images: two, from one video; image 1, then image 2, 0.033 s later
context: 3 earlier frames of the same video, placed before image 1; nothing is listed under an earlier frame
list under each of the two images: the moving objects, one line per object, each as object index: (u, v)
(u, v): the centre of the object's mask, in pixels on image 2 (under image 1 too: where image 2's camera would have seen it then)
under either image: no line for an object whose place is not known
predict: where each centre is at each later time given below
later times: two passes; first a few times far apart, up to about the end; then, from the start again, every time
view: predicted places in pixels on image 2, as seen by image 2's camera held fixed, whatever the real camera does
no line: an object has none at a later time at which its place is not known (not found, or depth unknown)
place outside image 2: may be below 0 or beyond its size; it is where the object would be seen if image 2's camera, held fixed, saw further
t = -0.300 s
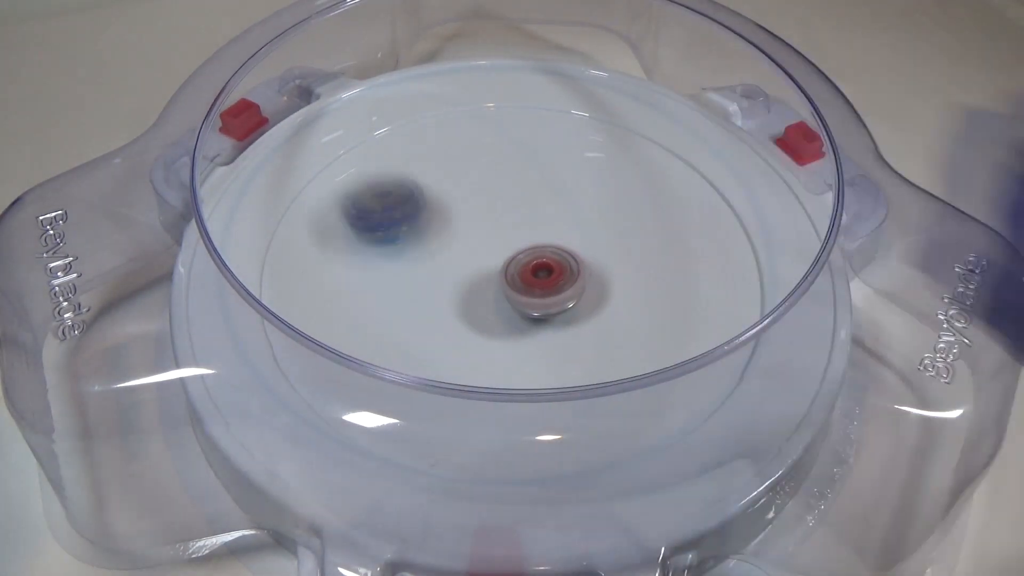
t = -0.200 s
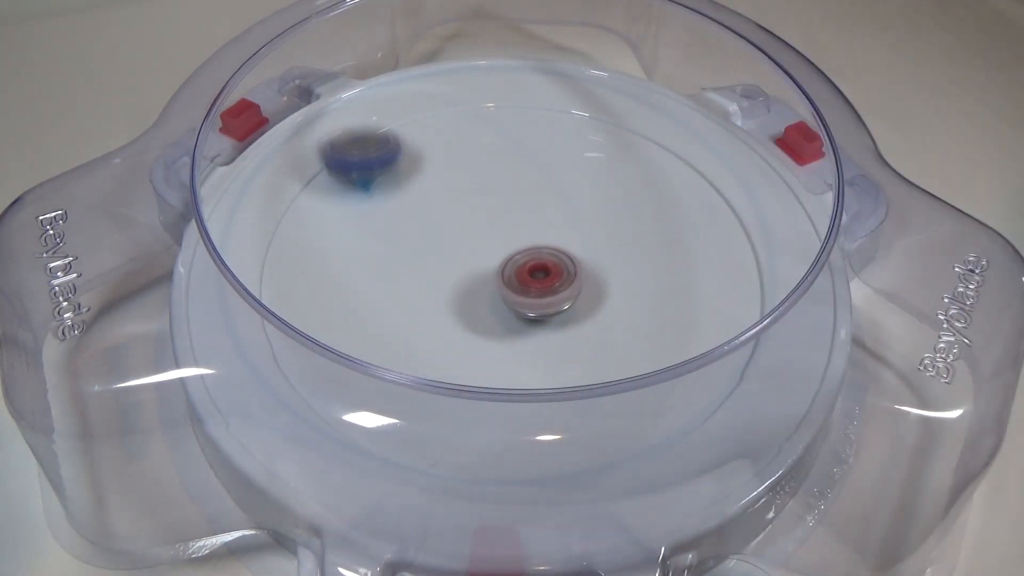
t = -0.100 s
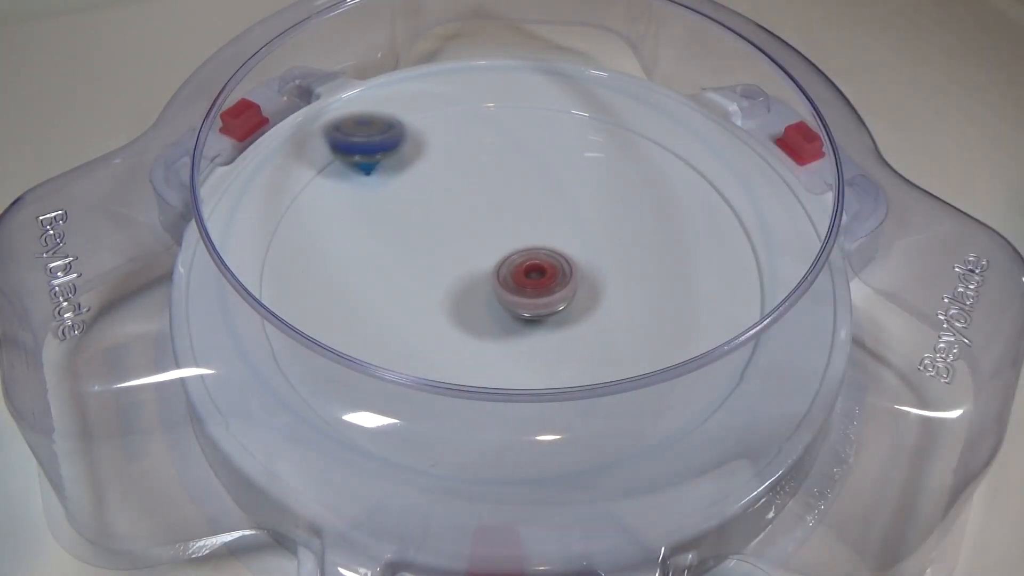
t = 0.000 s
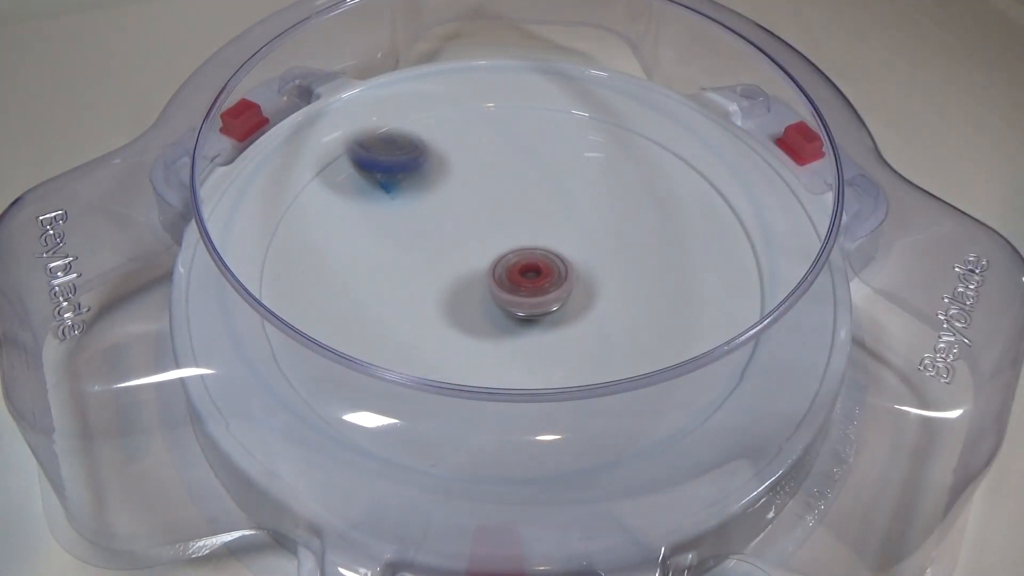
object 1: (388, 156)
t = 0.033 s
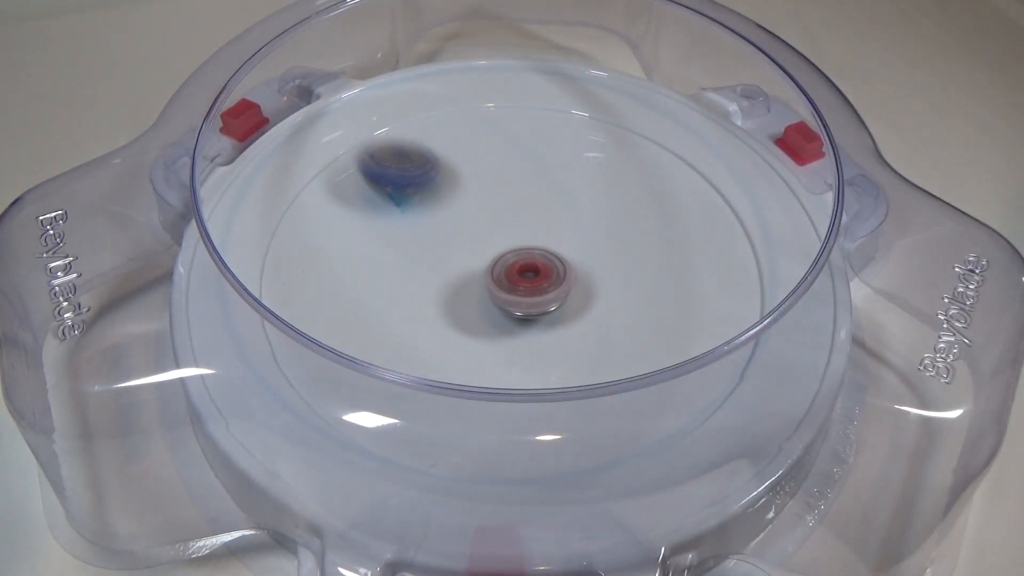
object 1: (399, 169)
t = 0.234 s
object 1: (399, 105)
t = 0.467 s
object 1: (580, 233)
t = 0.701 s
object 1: (662, 366)
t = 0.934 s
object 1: (529, 251)
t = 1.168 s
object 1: (483, 124)
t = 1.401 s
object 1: (494, 112)
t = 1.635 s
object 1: (555, 209)
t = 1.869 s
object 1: (659, 294)
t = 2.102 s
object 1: (704, 297)
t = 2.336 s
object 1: (635, 302)
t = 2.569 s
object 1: (499, 314)
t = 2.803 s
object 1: (413, 319)
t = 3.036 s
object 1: (409, 309)
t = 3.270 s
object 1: (452, 269)
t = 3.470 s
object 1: (490, 221)
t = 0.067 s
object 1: (413, 185)
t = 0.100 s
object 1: (426, 201)
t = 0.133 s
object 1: (439, 218)
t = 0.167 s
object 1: (451, 228)
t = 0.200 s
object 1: (424, 159)
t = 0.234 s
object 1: (399, 105)
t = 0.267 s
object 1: (393, 55)
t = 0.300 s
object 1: (417, 58)
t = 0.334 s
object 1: (447, 82)
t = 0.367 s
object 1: (476, 125)
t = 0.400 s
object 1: (514, 185)
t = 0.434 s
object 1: (544, 198)
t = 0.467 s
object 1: (580, 233)
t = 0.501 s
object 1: (616, 273)
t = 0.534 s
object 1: (645, 290)
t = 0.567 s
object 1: (674, 322)
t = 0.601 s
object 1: (699, 340)
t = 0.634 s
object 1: (699, 347)
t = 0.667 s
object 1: (683, 359)
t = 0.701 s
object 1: (662, 366)
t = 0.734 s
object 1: (639, 359)
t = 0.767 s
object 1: (611, 344)
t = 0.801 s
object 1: (593, 334)
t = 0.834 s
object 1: (572, 315)
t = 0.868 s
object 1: (556, 297)
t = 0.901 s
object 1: (539, 276)
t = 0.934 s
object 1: (529, 251)
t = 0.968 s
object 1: (517, 229)
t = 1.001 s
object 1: (506, 207)
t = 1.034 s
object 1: (499, 187)
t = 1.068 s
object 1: (494, 167)
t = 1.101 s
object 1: (489, 151)
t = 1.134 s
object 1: (485, 136)
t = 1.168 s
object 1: (483, 124)
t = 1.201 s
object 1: (480, 114)
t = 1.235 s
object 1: (480, 107)
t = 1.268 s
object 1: (480, 102)
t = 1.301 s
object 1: (482, 101)
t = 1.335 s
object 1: (485, 101)
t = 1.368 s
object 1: (489, 105)
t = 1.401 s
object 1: (494, 112)
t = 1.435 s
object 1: (500, 121)
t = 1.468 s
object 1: (507, 133)
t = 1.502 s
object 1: (518, 145)
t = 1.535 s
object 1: (527, 160)
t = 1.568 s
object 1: (536, 176)
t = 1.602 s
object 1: (547, 193)
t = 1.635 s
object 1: (555, 209)
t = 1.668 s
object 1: (569, 229)
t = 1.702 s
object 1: (579, 248)
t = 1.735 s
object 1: (596, 265)
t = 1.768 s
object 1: (613, 275)
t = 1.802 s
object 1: (630, 284)
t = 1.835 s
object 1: (646, 290)
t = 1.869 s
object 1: (659, 294)
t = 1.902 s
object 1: (670, 296)
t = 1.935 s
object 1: (682, 298)
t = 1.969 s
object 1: (690, 298)
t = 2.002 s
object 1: (697, 298)
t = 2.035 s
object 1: (702, 297)
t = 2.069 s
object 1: (704, 297)
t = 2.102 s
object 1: (704, 297)
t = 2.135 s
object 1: (701, 296)
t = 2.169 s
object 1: (695, 296)
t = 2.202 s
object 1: (687, 297)
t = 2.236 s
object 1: (676, 297)
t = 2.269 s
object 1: (664, 298)
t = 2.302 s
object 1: (650, 298)
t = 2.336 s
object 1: (635, 302)
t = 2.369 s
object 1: (616, 304)
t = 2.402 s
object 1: (595, 305)
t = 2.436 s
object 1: (577, 307)
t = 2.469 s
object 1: (556, 309)
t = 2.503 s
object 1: (537, 310)
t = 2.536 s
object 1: (518, 312)
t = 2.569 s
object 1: (499, 314)
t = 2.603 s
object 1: (483, 315)
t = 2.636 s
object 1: (466, 316)
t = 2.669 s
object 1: (452, 317)
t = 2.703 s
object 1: (439, 317)
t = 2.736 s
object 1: (428, 318)
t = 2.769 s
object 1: (420, 318)
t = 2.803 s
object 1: (413, 319)
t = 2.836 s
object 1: (409, 319)
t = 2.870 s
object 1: (405, 319)
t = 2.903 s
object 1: (404, 318)
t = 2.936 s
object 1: (403, 316)
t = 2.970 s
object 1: (404, 315)
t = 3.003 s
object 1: (406, 312)
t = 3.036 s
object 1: (409, 309)
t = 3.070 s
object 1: (413, 305)
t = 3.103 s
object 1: (418, 301)
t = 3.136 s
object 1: (424, 295)
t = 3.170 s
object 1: (431, 290)
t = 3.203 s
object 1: (437, 283)
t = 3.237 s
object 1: (445, 277)
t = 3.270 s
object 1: (452, 269)
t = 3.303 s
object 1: (459, 261)
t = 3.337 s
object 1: (466, 254)
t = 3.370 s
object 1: (473, 245)
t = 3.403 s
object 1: (479, 238)
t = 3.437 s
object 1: (484, 229)
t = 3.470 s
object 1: (490, 221)
